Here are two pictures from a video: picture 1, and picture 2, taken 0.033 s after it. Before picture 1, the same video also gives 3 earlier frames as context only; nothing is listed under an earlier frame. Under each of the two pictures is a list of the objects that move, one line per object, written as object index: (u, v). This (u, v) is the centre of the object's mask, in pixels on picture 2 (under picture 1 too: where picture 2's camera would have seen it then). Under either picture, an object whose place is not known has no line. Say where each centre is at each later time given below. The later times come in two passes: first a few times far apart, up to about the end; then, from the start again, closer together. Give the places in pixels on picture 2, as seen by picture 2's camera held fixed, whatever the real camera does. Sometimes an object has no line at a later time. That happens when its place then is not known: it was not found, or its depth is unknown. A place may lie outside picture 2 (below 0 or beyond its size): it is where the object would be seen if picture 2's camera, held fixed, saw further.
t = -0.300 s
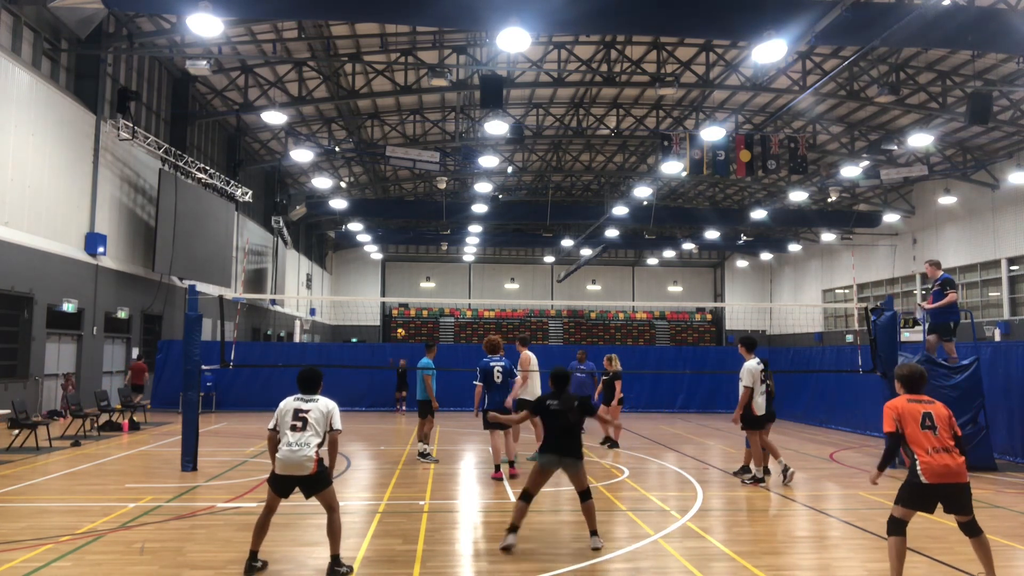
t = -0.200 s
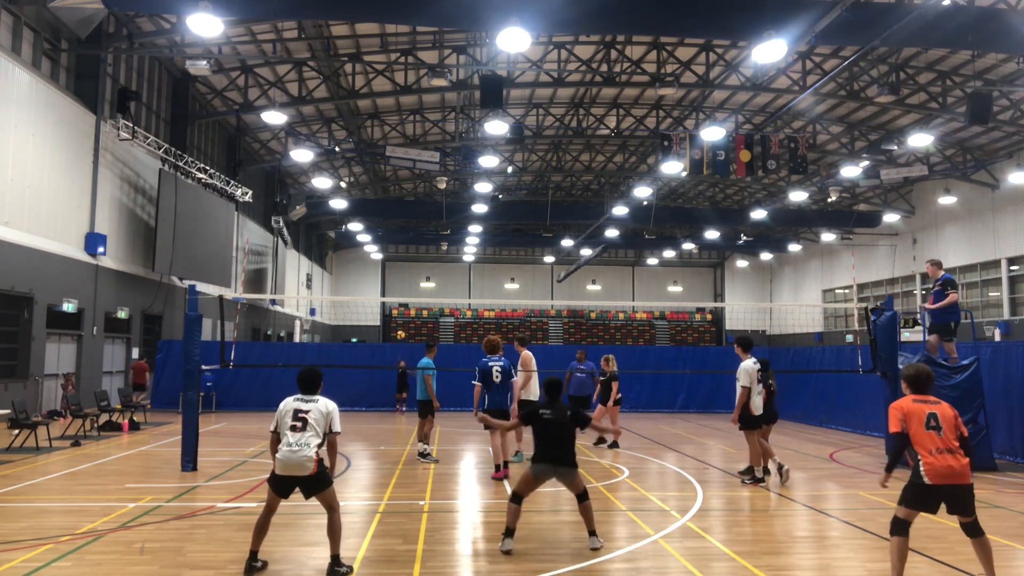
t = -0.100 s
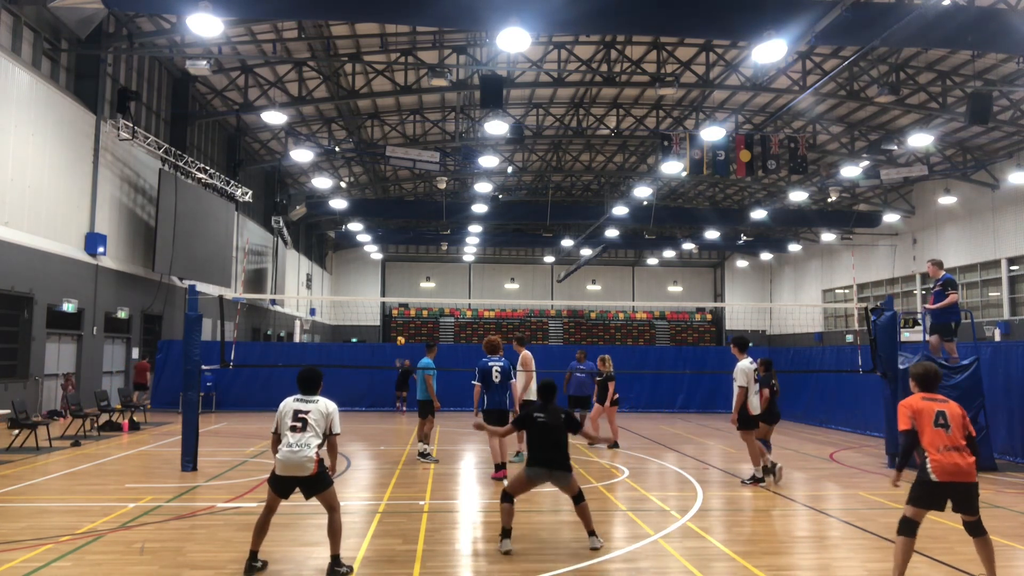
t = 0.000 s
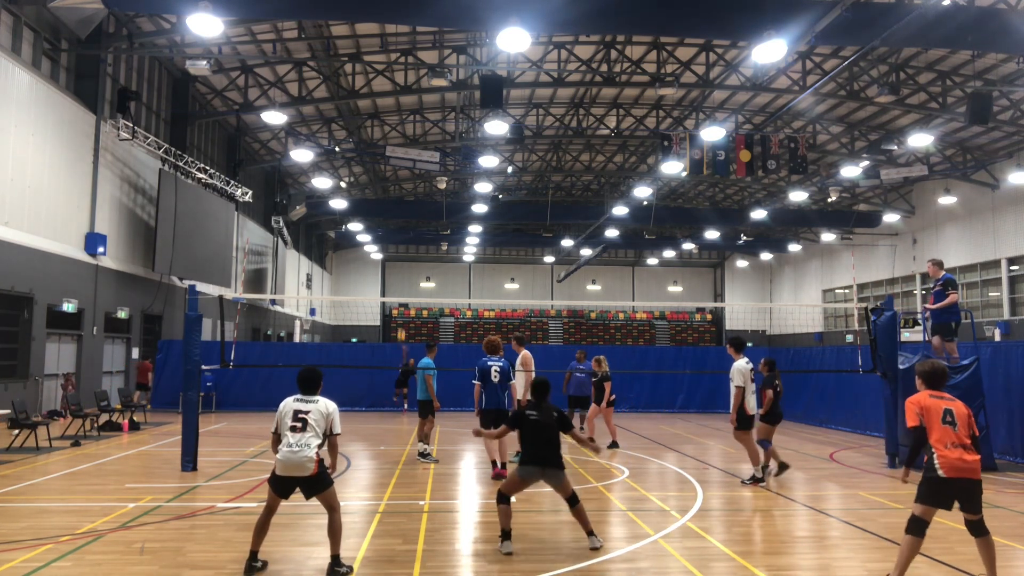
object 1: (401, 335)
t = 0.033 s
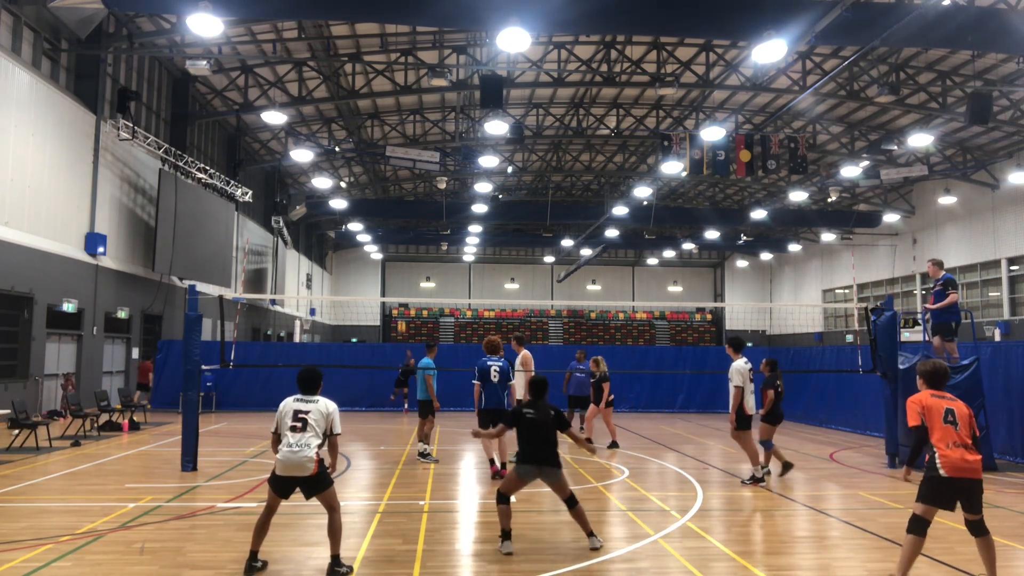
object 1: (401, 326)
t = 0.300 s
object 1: (400, 267)
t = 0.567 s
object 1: (398, 228)
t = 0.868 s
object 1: (398, 212)
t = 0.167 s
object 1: (401, 293)
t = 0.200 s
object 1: (401, 287)
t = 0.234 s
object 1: (401, 280)
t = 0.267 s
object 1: (401, 273)
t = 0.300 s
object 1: (400, 267)
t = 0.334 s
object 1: (400, 261)
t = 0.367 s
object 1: (400, 255)
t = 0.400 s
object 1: (399, 250)
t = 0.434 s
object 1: (399, 245)
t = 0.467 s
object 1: (398, 240)
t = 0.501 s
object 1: (398, 236)
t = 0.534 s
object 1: (398, 231)
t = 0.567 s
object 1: (398, 228)
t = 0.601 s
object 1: (398, 224)
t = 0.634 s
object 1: (398, 221)
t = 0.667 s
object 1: (398, 219)
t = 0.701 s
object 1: (398, 216)
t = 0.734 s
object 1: (398, 214)
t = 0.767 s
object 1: (399, 213)
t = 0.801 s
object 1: (398, 212)
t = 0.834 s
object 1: (398, 212)
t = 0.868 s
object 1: (398, 212)
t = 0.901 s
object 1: (397, 214)
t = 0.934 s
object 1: (396, 216)
